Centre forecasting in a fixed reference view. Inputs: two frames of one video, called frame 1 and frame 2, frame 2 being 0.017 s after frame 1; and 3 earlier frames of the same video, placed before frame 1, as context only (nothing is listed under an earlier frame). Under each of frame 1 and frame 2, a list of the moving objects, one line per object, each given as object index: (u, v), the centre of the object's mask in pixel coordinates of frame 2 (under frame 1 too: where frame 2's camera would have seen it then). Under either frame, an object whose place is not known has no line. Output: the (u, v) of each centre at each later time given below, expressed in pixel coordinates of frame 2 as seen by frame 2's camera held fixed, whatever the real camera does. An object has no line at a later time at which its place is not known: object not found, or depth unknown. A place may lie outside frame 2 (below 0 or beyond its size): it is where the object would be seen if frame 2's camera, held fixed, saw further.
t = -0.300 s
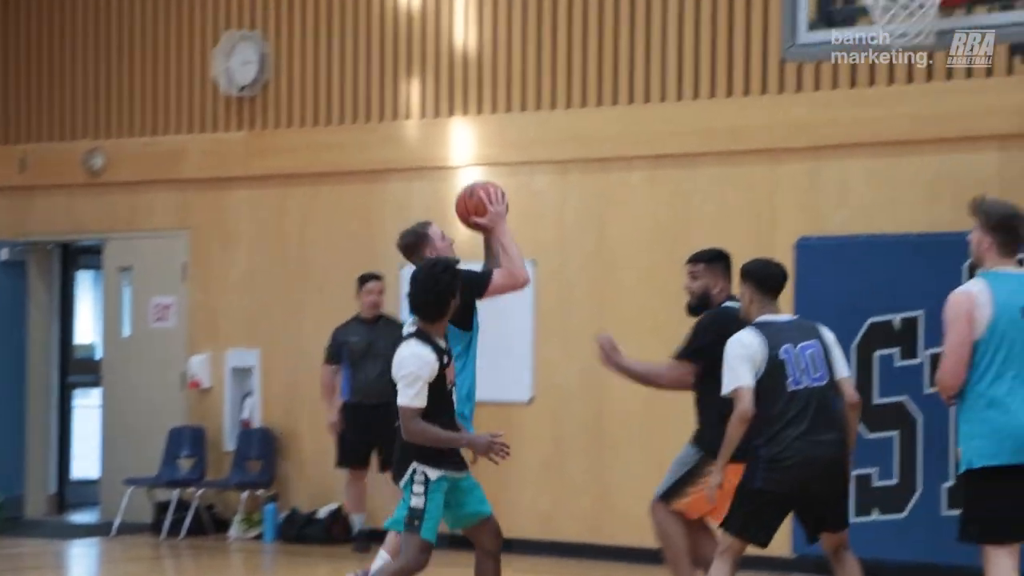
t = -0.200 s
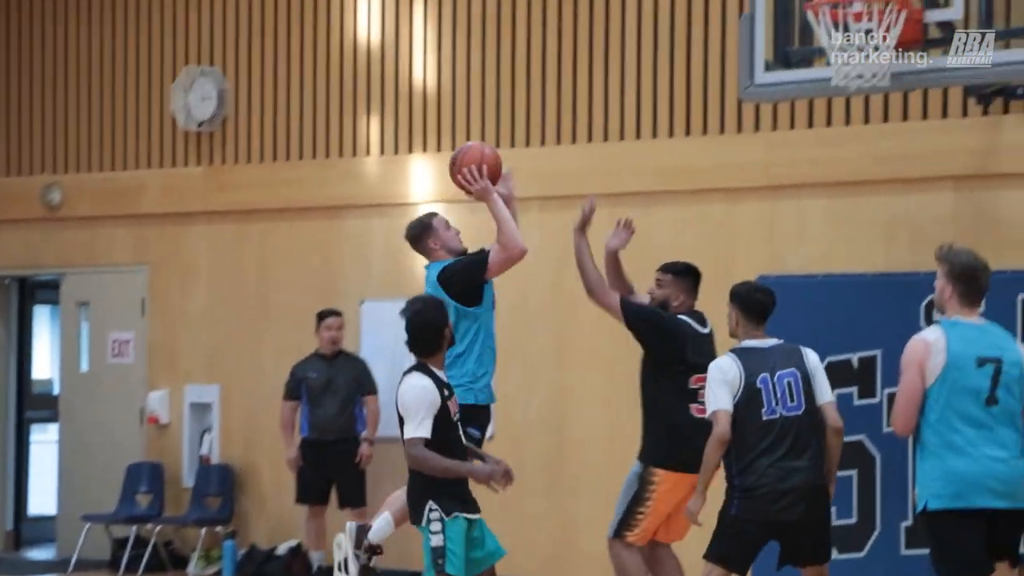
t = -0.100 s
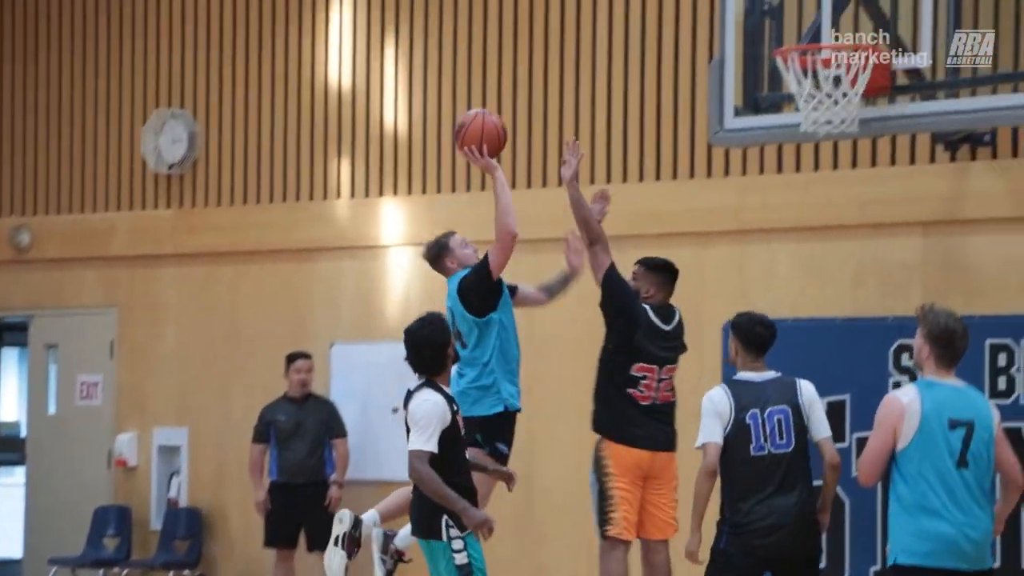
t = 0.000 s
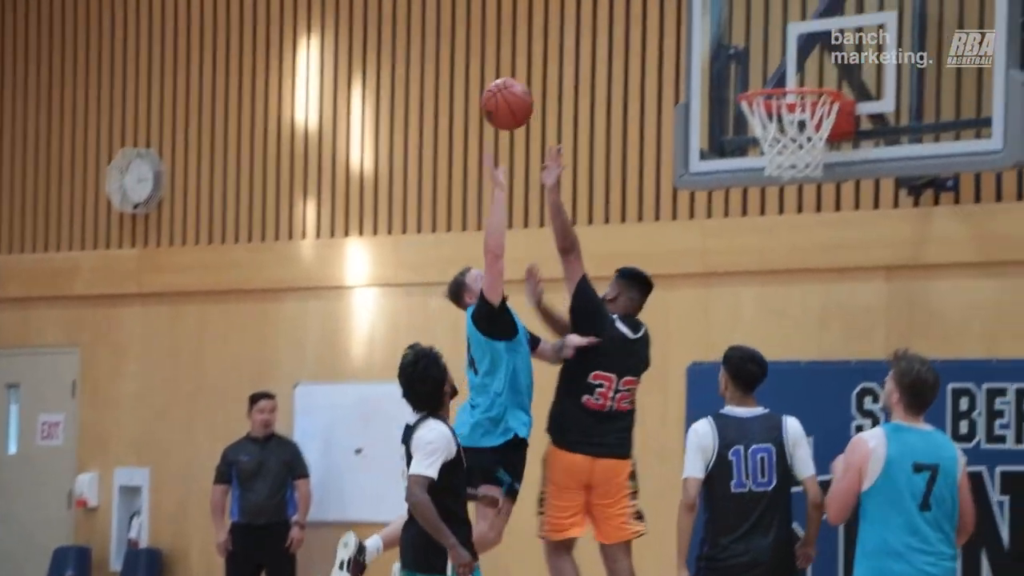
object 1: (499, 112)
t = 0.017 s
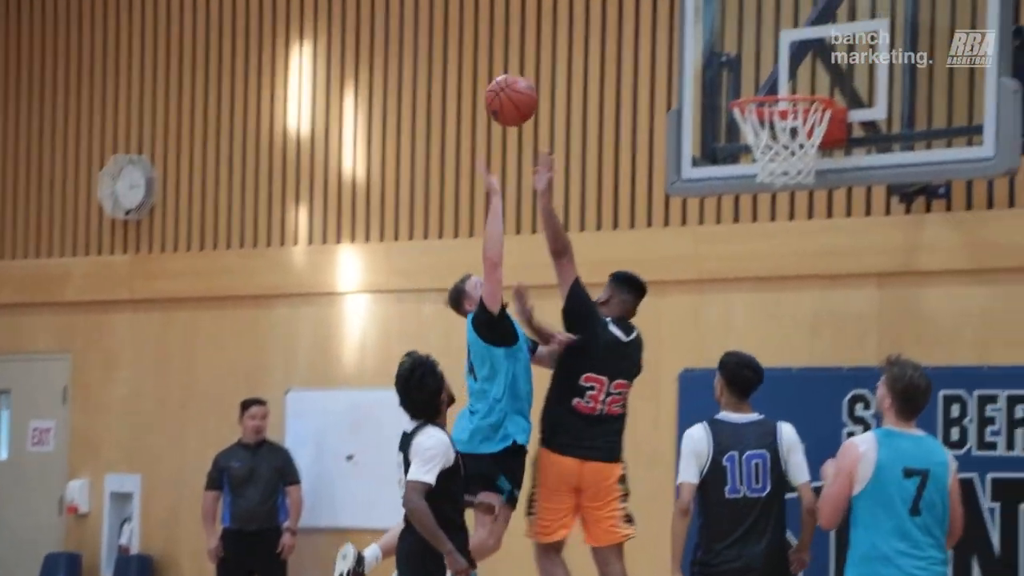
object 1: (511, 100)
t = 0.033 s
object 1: (523, 90)
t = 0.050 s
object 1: (534, 80)
